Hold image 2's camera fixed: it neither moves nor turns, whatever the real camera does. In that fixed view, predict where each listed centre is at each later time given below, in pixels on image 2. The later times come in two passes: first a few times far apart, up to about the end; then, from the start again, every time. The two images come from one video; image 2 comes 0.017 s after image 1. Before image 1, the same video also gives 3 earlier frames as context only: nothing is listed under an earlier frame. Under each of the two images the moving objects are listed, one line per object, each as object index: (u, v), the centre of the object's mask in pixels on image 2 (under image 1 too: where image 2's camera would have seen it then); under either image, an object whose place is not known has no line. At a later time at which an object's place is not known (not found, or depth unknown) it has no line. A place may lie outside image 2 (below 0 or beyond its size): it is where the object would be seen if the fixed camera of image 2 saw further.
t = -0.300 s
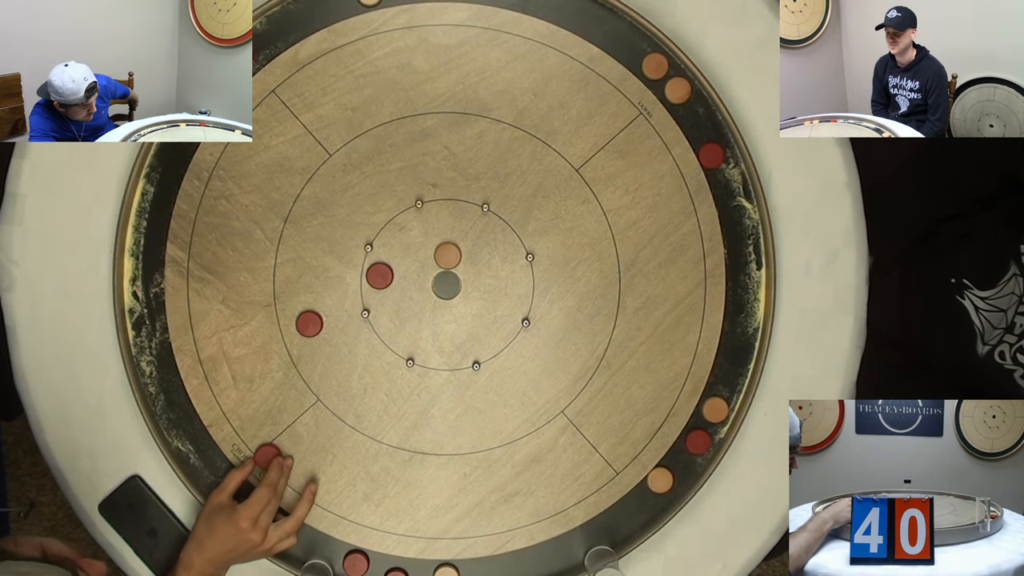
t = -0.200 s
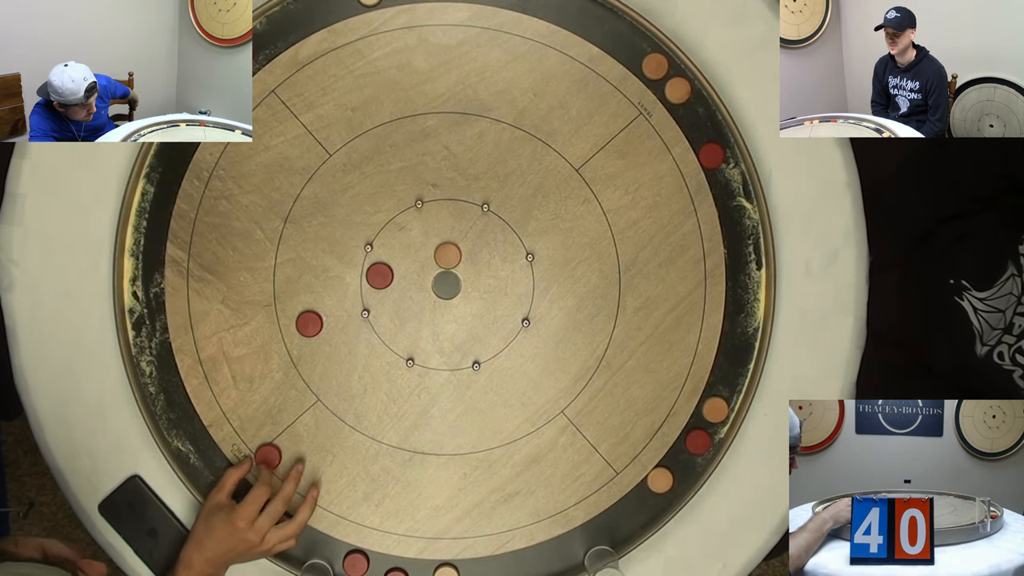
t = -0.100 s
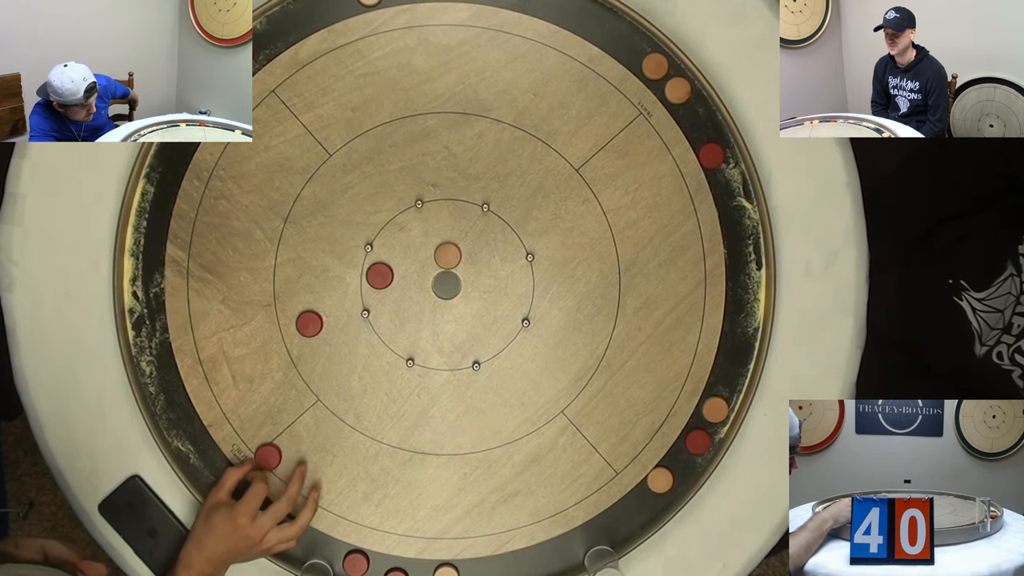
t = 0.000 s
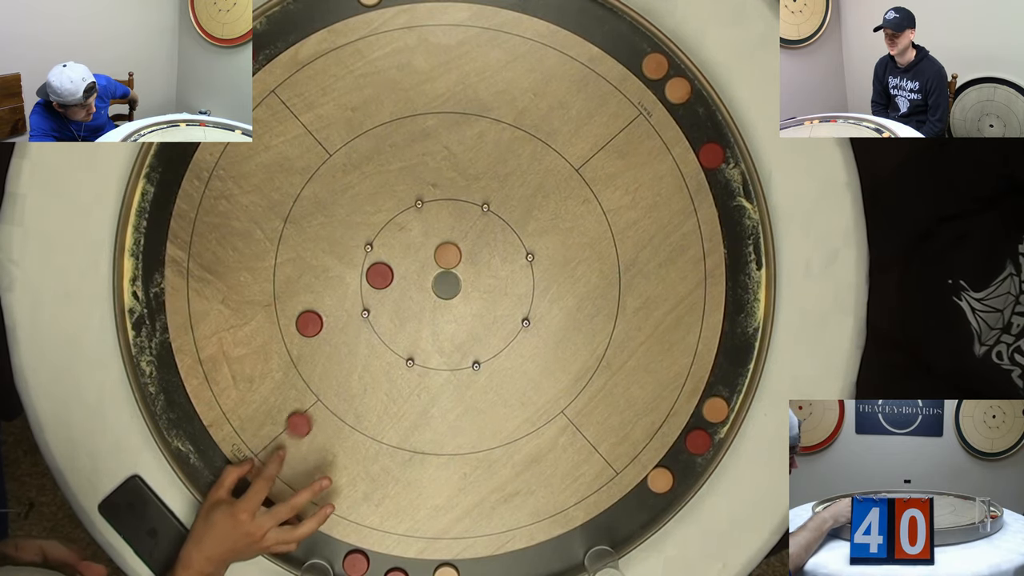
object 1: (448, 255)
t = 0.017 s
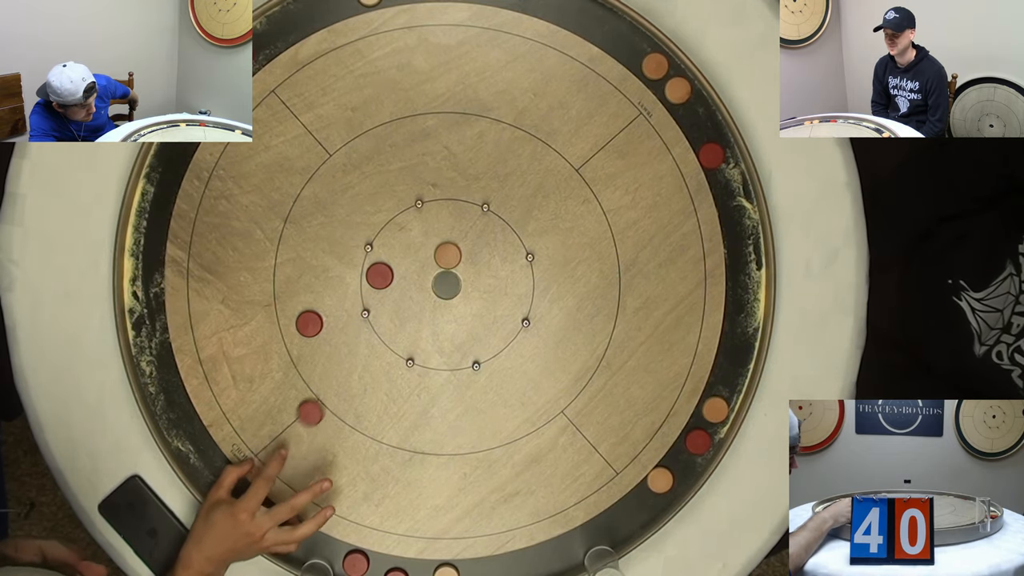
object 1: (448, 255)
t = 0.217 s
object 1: (450, 250)
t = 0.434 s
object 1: (433, 153)
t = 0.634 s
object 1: (404, 112)
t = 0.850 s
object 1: (394, 104)
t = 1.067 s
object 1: (394, 102)
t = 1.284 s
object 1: (394, 102)
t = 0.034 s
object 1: (448, 255)
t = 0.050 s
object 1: (448, 255)
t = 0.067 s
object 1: (448, 255)
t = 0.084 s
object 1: (448, 255)
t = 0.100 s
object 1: (448, 255)
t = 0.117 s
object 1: (448, 255)
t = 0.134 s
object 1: (448, 255)
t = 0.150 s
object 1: (448, 255)
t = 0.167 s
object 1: (448, 255)
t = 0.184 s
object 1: (448, 255)
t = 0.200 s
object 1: (448, 255)
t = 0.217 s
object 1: (450, 250)
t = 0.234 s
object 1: (455, 238)
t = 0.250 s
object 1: (460, 227)
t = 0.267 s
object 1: (464, 217)
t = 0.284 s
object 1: (467, 206)
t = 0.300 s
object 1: (462, 199)
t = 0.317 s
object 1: (458, 192)
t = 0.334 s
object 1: (454, 185)
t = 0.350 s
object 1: (450, 179)
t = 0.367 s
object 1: (446, 173)
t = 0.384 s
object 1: (443, 167)
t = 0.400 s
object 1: (439, 162)
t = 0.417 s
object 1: (436, 157)
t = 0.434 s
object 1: (433, 153)
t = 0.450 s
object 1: (429, 148)
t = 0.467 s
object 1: (426, 144)
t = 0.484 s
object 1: (423, 139)
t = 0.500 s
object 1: (421, 136)
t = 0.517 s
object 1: (418, 132)
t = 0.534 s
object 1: (416, 129)
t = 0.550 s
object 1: (414, 125)
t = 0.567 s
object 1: (411, 122)
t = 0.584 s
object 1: (409, 119)
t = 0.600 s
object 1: (408, 117)
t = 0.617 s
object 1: (406, 114)
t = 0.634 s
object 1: (404, 112)
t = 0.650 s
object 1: (403, 111)
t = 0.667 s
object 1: (402, 109)
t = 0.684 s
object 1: (401, 108)
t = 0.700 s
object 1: (400, 107)
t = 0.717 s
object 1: (399, 107)
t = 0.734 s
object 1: (398, 107)
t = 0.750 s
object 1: (397, 106)
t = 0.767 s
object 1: (396, 106)
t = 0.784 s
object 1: (395, 106)
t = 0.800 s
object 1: (395, 105)
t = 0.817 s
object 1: (394, 105)
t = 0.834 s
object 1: (394, 104)
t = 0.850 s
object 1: (394, 104)
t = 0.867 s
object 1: (394, 103)
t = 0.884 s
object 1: (394, 103)
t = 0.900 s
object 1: (394, 103)
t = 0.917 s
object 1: (394, 102)
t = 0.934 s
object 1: (394, 102)
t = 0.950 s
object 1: (394, 102)
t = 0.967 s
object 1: (394, 102)
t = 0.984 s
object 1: (394, 102)
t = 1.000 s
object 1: (394, 102)
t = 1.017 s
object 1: (394, 102)
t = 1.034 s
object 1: (394, 102)
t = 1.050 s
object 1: (394, 102)
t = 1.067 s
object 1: (394, 102)
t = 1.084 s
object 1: (394, 102)
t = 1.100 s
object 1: (394, 102)
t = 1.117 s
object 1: (394, 102)
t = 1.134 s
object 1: (394, 102)
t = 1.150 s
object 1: (394, 102)
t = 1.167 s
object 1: (394, 102)
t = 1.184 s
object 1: (394, 102)
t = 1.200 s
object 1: (394, 102)
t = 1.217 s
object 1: (394, 102)
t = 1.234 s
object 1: (394, 102)
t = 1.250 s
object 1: (394, 102)
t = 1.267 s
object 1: (394, 102)
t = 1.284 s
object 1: (394, 102)
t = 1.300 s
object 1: (394, 102)
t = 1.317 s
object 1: (394, 102)
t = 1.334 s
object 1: (394, 102)
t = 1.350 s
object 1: (394, 102)
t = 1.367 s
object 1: (394, 102)
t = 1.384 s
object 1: (394, 102)
